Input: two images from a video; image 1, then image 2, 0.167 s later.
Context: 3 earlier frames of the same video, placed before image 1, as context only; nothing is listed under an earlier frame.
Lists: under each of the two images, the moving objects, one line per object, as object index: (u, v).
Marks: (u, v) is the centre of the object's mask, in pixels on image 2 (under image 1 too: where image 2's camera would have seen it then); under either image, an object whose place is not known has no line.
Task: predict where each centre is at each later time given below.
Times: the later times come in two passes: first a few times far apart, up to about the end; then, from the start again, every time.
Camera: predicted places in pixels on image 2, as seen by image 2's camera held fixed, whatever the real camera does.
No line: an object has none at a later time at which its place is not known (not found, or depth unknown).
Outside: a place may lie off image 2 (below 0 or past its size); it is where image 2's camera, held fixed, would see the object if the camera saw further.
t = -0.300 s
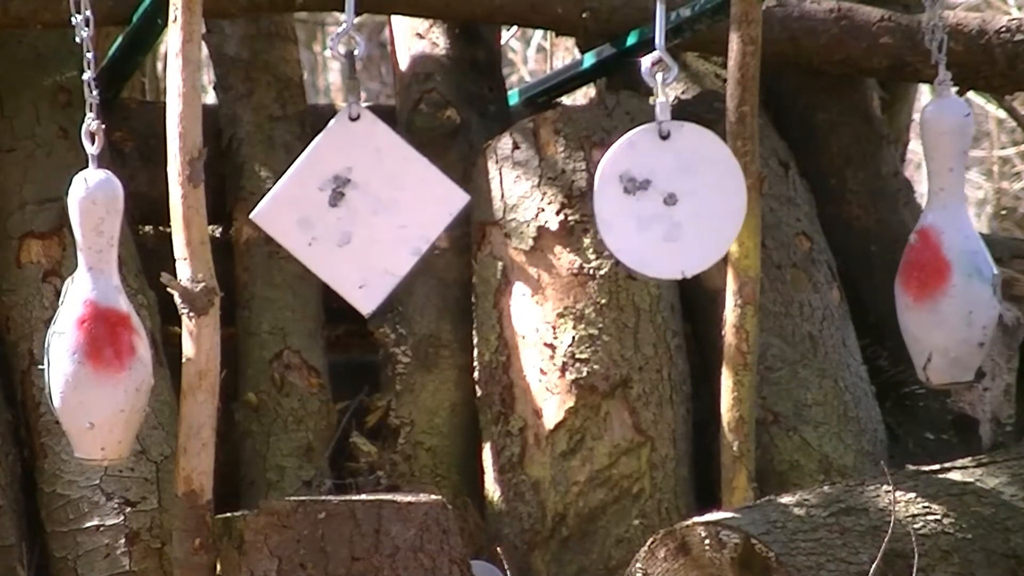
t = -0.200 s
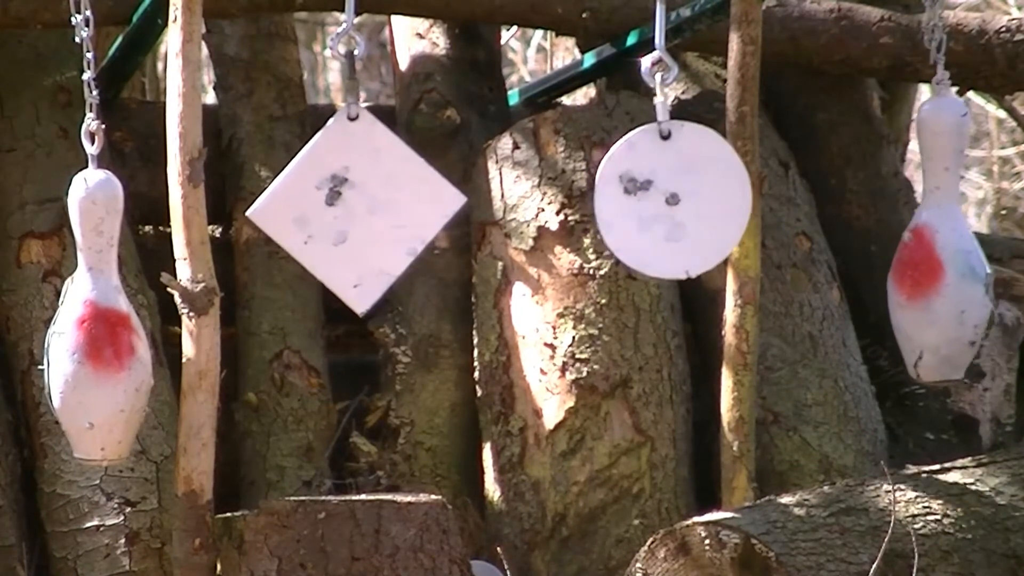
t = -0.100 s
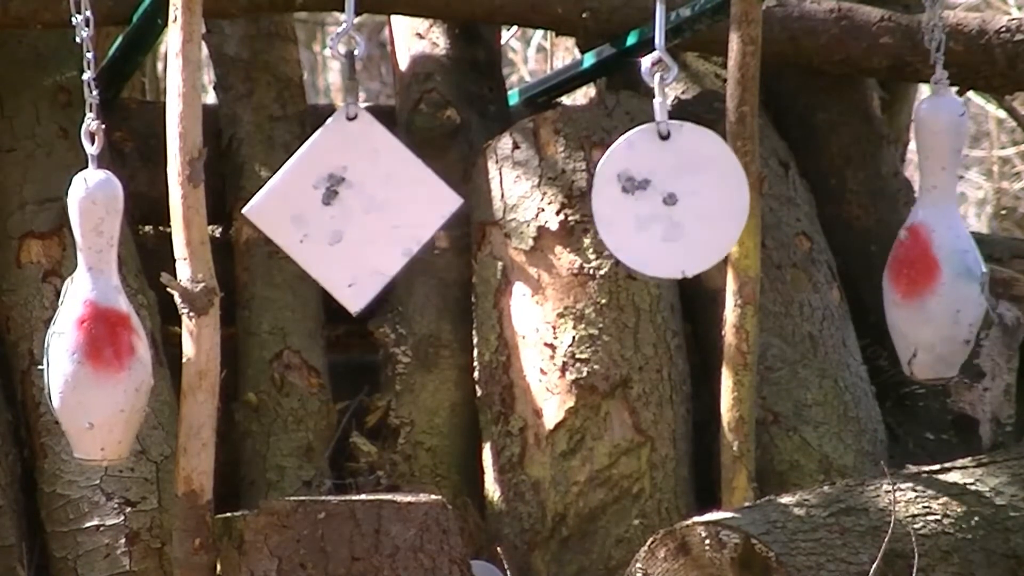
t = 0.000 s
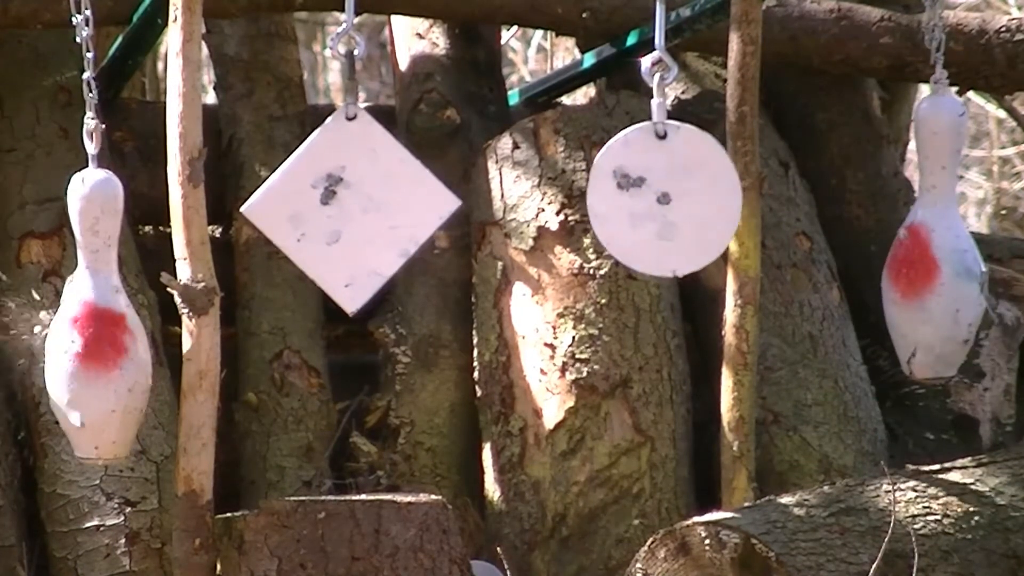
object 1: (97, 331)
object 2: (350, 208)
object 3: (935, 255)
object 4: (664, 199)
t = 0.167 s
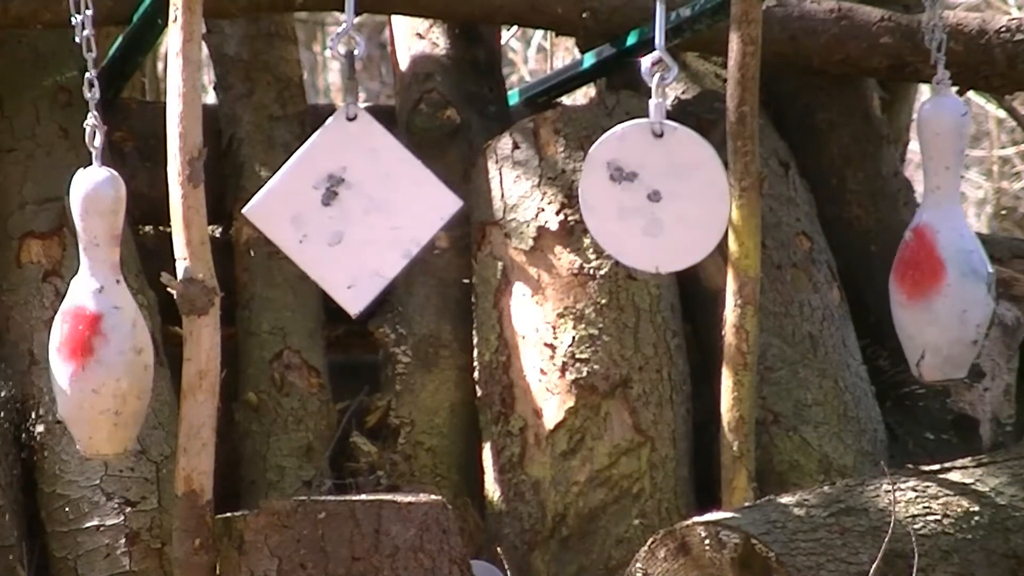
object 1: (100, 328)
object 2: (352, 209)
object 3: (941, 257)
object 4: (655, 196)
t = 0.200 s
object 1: (101, 327)
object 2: (353, 209)
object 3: (944, 257)
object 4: (654, 196)
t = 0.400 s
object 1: (103, 325)
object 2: (360, 209)
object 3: (958, 261)
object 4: (660, 199)
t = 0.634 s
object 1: (102, 329)
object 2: (359, 208)
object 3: (965, 261)
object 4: (672, 200)
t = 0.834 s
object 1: (98, 333)
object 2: (351, 207)
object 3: (956, 261)
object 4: (664, 199)
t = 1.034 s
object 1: (95, 336)
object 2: (350, 208)
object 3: (941, 257)
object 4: (654, 197)
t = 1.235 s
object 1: (95, 335)
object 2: (358, 209)
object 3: (935, 254)
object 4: (661, 199)
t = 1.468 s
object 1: (98, 333)
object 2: (361, 209)
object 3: (945, 258)
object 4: (670, 200)
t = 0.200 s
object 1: (101, 327)
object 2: (353, 209)
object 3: (944, 257)
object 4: (654, 196)
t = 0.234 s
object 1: (102, 326)
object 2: (354, 209)
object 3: (946, 258)
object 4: (654, 196)
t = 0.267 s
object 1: (102, 326)
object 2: (355, 209)
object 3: (949, 259)
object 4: (654, 197)
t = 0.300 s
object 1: (103, 325)
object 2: (357, 209)
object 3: (951, 260)
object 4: (655, 197)
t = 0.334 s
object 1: (103, 325)
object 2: (358, 209)
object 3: (954, 260)
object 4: (656, 198)
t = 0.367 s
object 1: (103, 325)
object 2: (359, 209)
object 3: (956, 261)
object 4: (658, 198)
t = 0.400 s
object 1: (103, 325)
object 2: (360, 209)
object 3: (958, 261)
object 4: (660, 199)
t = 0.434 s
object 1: (103, 325)
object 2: (361, 209)
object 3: (960, 261)
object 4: (662, 199)
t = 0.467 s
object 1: (103, 325)
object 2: (361, 209)
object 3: (962, 261)
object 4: (664, 200)
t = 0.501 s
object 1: (103, 326)
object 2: (361, 209)
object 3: (963, 261)
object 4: (666, 200)
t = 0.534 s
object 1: (103, 326)
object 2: (361, 209)
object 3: (964, 261)
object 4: (668, 200)
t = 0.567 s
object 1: (103, 327)
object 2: (361, 209)
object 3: (965, 261)
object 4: (670, 200)
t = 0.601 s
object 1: (102, 328)
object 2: (360, 208)
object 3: (965, 261)
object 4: (671, 200)
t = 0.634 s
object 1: (102, 329)
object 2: (359, 208)
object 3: (965, 261)
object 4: (672, 200)
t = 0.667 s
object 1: (101, 330)
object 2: (358, 208)
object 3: (964, 261)
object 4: (672, 200)
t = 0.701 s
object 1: (100, 331)
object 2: (356, 208)
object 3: (963, 261)
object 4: (671, 200)
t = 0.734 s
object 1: (100, 331)
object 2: (355, 208)
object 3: (962, 261)
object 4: (671, 200)
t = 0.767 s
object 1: (99, 332)
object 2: (353, 208)
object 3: (960, 261)
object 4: (669, 199)
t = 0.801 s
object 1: (99, 333)
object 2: (352, 208)
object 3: (958, 261)
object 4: (667, 199)
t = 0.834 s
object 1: (98, 333)
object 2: (351, 207)
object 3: (956, 261)
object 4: (664, 199)
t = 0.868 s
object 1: (97, 334)
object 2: (350, 207)
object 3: (953, 261)
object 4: (662, 198)
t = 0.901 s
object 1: (97, 335)
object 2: (350, 207)
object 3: (951, 260)
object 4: (660, 198)
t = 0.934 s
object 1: (96, 335)
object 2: (349, 208)
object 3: (948, 260)
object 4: (657, 197)
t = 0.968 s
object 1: (96, 335)
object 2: (350, 208)
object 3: (946, 259)
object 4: (656, 197)
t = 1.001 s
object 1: (95, 335)
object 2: (350, 208)
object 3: (943, 258)
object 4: (655, 197)
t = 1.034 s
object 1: (95, 336)
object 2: (350, 208)
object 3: (941, 257)
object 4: (654, 197)
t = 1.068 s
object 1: (94, 336)
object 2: (351, 208)
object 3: (939, 257)
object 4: (654, 197)
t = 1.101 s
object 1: (95, 335)
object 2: (352, 208)
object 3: (938, 256)
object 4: (655, 197)
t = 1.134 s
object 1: (95, 335)
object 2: (353, 209)
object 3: (936, 255)
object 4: (655, 197)
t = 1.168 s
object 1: (94, 335)
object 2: (355, 209)
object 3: (935, 255)
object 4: (657, 198)
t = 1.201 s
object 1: (94, 335)
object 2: (356, 209)
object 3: (935, 254)
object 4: (659, 198)
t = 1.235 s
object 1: (95, 335)
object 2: (358, 209)
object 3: (935, 254)
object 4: (661, 199)
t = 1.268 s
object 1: (95, 335)
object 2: (359, 209)
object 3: (935, 254)
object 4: (663, 199)
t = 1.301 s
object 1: (95, 335)
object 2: (360, 209)
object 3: (936, 255)
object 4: (665, 199)
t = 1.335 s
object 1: (95, 335)
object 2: (361, 209)
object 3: (937, 255)
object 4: (667, 199)
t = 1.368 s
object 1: (96, 334)
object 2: (361, 209)
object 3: (938, 256)
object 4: (668, 200)
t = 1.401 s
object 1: (96, 334)
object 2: (362, 209)
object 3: (940, 257)
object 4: (669, 200)
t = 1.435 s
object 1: (97, 333)
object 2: (361, 209)
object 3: (942, 257)
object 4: (670, 200)
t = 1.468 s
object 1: (98, 333)
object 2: (361, 209)
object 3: (945, 258)
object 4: (670, 200)
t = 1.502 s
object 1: (98, 332)
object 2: (360, 208)
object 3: (947, 259)
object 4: (669, 200)
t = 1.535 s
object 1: (99, 332)
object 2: (359, 208)
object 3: (950, 260)
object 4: (669, 200)
